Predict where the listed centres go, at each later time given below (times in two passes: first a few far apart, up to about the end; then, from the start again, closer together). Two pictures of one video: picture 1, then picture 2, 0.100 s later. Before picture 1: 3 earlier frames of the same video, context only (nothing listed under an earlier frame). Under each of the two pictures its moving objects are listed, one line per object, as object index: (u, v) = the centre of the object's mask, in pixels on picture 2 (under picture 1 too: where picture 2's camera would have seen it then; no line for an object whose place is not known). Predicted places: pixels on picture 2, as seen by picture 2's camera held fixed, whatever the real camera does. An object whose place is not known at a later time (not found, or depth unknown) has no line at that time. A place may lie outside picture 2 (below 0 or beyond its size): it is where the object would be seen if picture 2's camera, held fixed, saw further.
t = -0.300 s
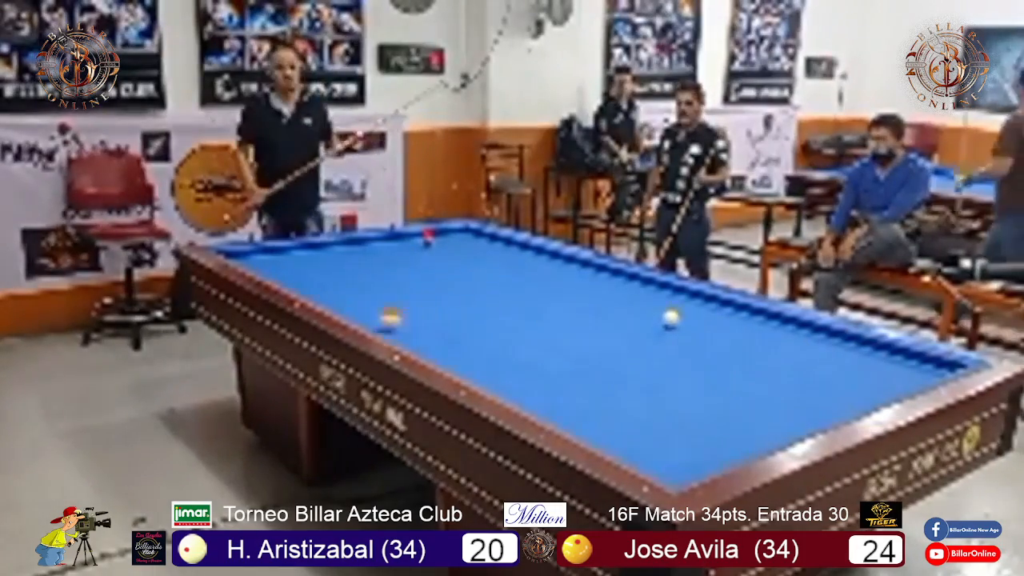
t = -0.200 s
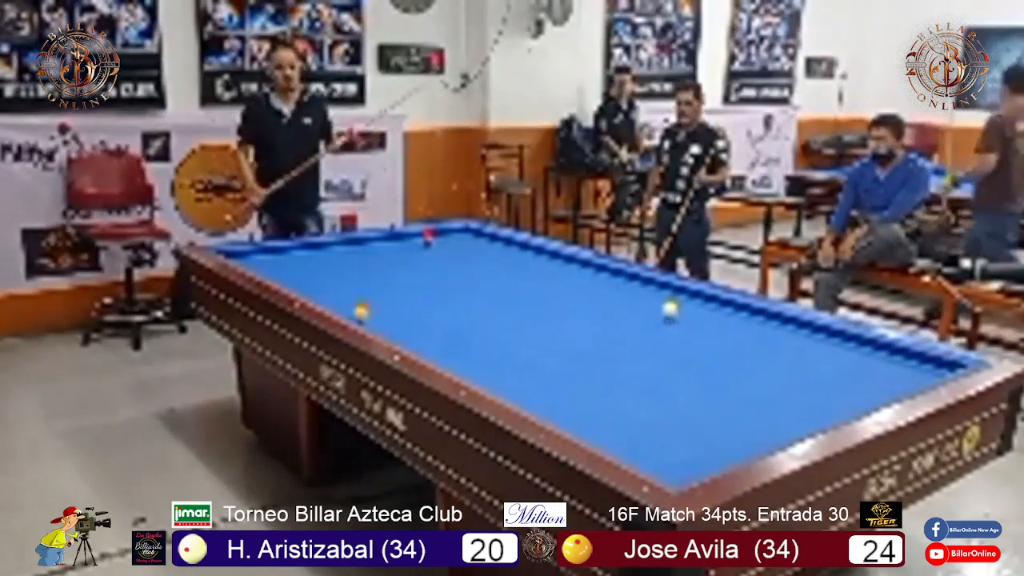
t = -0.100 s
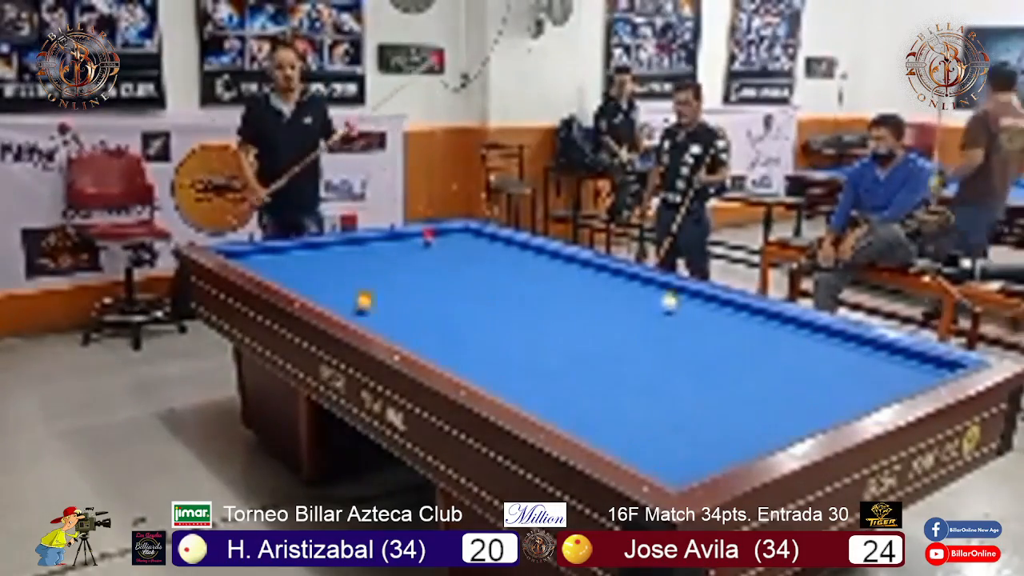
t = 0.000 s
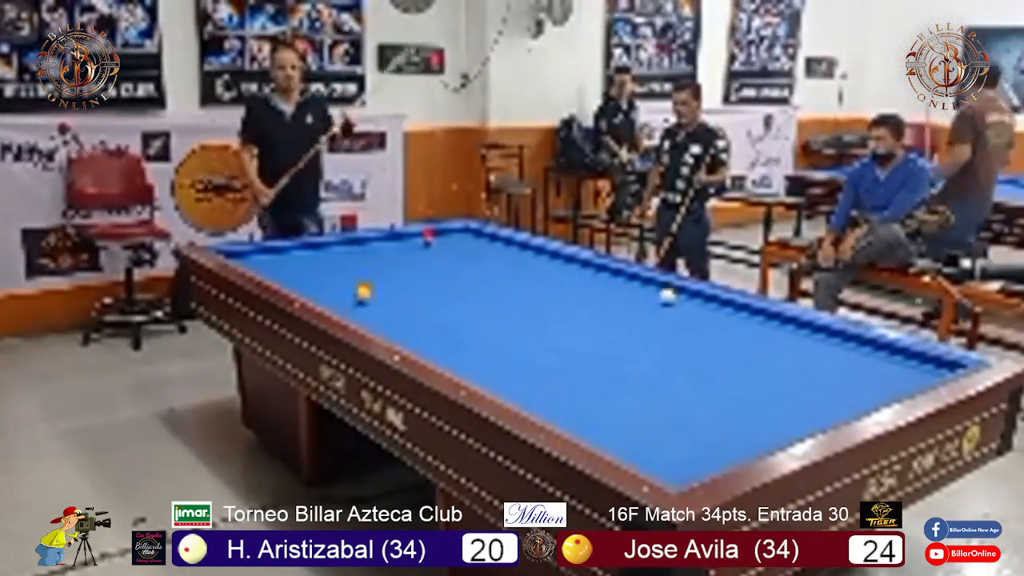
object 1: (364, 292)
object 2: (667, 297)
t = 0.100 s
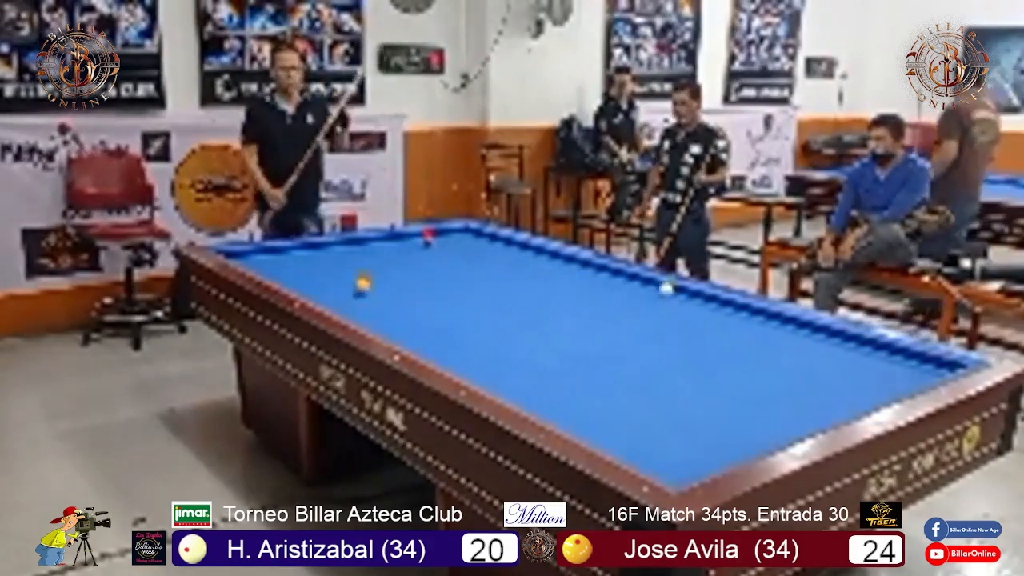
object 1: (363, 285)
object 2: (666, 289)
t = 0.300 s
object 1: (361, 268)
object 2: (643, 280)
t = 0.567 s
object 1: (360, 253)
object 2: (591, 275)
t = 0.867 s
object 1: (369, 238)
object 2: (539, 268)
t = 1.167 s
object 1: (429, 241)
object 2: (489, 263)
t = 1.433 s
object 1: (482, 245)
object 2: (446, 258)
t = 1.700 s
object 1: (532, 243)
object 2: (407, 254)
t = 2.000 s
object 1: (541, 252)
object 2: (364, 247)
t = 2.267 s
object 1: (544, 263)
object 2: (327, 242)
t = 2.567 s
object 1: (550, 272)
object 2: (311, 249)
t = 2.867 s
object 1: (557, 286)
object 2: (298, 255)
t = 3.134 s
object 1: (563, 298)
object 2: (285, 261)
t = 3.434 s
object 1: (570, 312)
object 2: (271, 270)
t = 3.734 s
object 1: (578, 328)
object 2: (281, 274)
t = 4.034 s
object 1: (587, 344)
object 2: (302, 278)
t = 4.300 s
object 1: (596, 360)
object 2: (323, 278)
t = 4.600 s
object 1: (607, 381)
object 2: (346, 283)
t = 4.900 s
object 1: (621, 404)
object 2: (369, 284)
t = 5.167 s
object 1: (634, 427)
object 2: (388, 287)
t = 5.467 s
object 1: (650, 455)
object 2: (410, 287)
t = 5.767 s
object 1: (677, 466)
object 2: (430, 291)
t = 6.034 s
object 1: (668, 459)
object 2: (447, 292)
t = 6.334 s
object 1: (660, 446)
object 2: (466, 296)
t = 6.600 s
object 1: (652, 437)
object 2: (482, 296)
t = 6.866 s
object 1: (645, 429)
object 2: (497, 299)
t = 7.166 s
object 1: (638, 421)
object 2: (514, 300)
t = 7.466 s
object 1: (632, 413)
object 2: (530, 301)
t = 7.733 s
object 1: (627, 407)
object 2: (542, 305)
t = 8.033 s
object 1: (622, 402)
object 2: (556, 305)
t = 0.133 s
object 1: (363, 282)
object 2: (666, 287)
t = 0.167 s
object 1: (362, 278)
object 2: (666, 284)
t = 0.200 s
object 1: (362, 276)
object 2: (664, 284)
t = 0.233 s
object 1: (362, 274)
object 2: (656, 282)
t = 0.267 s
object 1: (361, 271)
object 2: (650, 282)
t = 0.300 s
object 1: (361, 268)
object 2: (643, 280)
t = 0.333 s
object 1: (361, 266)
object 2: (637, 279)
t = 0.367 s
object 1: (361, 264)
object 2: (631, 279)
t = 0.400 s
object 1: (361, 261)
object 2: (623, 279)
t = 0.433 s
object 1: (360, 260)
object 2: (617, 278)
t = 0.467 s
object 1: (360, 257)
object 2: (611, 278)
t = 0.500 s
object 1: (360, 255)
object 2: (605, 275)
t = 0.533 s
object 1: (360, 253)
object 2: (598, 275)
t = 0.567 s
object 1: (360, 253)
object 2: (591, 275)
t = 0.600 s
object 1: (360, 250)
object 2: (586, 275)
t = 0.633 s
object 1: (360, 248)
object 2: (580, 275)
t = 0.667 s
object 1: (359, 246)
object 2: (573, 273)
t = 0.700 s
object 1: (359, 245)
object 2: (568, 271)
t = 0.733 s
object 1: (359, 242)
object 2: (562, 271)
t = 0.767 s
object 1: (358, 241)
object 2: (556, 270)
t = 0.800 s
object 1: (358, 239)
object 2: (549, 270)
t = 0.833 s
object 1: (361, 236)
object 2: (544, 270)
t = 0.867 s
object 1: (369, 238)
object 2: (539, 268)
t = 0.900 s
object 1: (376, 238)
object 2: (533, 266)
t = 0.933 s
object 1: (383, 239)
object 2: (528, 265)
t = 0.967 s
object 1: (390, 239)
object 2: (522, 267)
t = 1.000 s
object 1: (397, 240)
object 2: (516, 266)
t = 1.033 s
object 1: (402, 240)
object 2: (511, 266)
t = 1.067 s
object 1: (410, 242)
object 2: (505, 265)
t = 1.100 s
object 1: (416, 242)
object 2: (500, 263)
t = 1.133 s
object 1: (423, 241)
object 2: (495, 262)
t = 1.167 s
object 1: (429, 241)
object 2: (489, 263)
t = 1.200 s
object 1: (436, 240)
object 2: (483, 263)
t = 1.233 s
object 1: (442, 240)
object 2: (478, 262)
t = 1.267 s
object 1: (450, 241)
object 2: (473, 262)
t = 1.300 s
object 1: (456, 243)
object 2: (467, 261)
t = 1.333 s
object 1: (463, 243)
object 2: (463, 258)
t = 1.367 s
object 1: (469, 244)
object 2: (457, 258)
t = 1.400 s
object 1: (476, 243)
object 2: (452, 258)
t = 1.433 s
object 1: (482, 245)
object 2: (446, 258)
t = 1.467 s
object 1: (488, 244)
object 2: (441, 258)
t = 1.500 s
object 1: (494, 245)
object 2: (436, 257)
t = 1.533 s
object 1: (500, 245)
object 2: (431, 254)
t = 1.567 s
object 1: (507, 244)
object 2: (427, 254)
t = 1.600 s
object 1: (513, 245)
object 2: (422, 254)
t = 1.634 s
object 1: (519, 244)
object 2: (417, 254)
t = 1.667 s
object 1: (526, 243)
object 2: (411, 254)
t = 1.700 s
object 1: (532, 243)
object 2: (407, 254)
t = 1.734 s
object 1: (536, 244)
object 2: (401, 253)
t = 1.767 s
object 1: (536, 246)
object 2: (397, 251)
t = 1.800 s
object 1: (537, 246)
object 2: (392, 250)
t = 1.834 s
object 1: (537, 246)
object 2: (387, 250)
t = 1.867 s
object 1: (538, 247)
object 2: (382, 251)
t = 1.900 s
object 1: (538, 249)
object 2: (377, 250)
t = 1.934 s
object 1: (539, 249)
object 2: (373, 250)
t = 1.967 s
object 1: (540, 251)
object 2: (368, 249)
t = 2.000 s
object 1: (541, 252)
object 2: (364, 247)
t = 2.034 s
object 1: (541, 255)
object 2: (359, 246)
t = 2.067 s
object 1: (541, 255)
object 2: (355, 245)
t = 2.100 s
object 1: (542, 256)
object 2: (350, 246)
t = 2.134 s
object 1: (542, 257)
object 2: (345, 246)
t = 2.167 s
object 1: (543, 258)
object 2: (340, 245)
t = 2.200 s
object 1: (543, 259)
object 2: (336, 245)
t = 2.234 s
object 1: (543, 260)
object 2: (332, 243)
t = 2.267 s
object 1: (544, 263)
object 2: (327, 242)
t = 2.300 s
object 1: (544, 263)
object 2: (323, 241)
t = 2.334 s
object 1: (545, 264)
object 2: (321, 242)
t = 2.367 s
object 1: (546, 265)
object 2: (320, 243)
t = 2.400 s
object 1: (547, 267)
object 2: (318, 244)
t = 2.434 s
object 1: (548, 268)
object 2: (317, 245)
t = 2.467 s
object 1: (549, 269)
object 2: (316, 245)
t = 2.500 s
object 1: (550, 271)
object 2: (315, 245)
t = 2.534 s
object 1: (550, 271)
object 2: (313, 248)
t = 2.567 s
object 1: (550, 272)
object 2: (311, 249)
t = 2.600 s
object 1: (551, 273)
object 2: (309, 250)
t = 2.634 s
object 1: (551, 275)
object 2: (309, 250)
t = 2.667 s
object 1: (552, 276)
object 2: (307, 250)
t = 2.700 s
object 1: (553, 277)
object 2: (305, 252)
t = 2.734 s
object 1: (554, 279)
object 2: (304, 253)
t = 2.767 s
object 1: (555, 281)
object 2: (302, 254)
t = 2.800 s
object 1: (556, 282)
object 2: (301, 254)
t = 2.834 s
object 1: (556, 284)
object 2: (300, 254)
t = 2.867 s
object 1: (557, 286)
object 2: (298, 255)
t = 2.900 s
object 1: (558, 287)
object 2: (296, 257)
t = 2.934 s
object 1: (559, 290)
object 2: (295, 257)
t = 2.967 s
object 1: (559, 291)
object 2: (293, 258)
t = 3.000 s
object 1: (559, 291)
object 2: (293, 257)
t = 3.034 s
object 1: (560, 295)
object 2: (290, 259)
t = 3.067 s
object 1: (561, 295)
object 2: (288, 261)
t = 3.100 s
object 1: (562, 297)
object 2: (286, 262)
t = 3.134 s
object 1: (563, 298)
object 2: (285, 261)
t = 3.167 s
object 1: (563, 299)
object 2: (285, 261)
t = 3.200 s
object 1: (564, 301)
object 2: (281, 264)
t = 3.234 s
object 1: (565, 303)
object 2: (280, 265)
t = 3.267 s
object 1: (566, 304)
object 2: (278, 266)
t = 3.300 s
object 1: (567, 306)
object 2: (277, 266)
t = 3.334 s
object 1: (568, 307)
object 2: (276, 266)
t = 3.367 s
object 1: (569, 308)
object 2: (273, 269)
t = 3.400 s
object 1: (569, 311)
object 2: (272, 269)
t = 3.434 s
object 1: (570, 312)
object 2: (271, 270)
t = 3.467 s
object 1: (572, 313)
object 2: (269, 270)
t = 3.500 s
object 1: (573, 315)
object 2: (268, 270)
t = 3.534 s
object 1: (573, 317)
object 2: (266, 271)
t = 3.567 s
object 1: (574, 319)
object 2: (268, 272)
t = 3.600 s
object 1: (574, 319)
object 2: (271, 272)
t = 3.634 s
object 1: (575, 321)
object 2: (273, 273)
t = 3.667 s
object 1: (577, 324)
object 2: (276, 273)
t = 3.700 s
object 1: (578, 326)
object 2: (279, 273)
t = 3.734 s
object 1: (578, 328)
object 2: (281, 274)
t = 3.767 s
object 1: (579, 329)
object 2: (283, 274)
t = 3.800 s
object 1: (581, 332)
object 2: (286, 274)
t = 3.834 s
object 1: (581, 334)
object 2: (289, 275)
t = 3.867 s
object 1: (583, 336)
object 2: (292, 274)
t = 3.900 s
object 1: (583, 337)
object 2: (295, 275)
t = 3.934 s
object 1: (585, 340)
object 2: (297, 277)
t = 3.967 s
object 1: (586, 341)
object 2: (301, 277)
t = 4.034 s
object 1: (587, 344)
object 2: (302, 278)
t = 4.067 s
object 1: (588, 345)
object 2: (305, 278)
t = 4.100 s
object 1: (589, 348)
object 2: (308, 278)
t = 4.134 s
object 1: (590, 349)
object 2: (310, 278)
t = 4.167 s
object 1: (591, 351)
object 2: (313, 278)
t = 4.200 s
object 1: (593, 353)
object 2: (315, 279)
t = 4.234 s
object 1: (595, 356)
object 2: (318, 279)
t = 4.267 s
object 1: (595, 358)
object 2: (321, 279)
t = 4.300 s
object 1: (596, 360)
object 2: (323, 278)
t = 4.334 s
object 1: (597, 362)
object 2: (326, 279)
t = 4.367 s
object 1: (598, 364)
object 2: (329, 279)
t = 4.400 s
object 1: (599, 367)
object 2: (331, 278)
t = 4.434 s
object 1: (602, 369)
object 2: (334, 279)
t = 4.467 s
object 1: (603, 371)
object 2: (337, 281)
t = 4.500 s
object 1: (604, 374)
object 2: (339, 282)
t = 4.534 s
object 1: (605, 376)
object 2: (341, 283)
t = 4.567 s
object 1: (606, 378)
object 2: (344, 283)
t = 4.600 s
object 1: (607, 381)
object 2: (346, 283)
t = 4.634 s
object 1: (609, 383)
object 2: (348, 283)
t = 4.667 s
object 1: (610, 386)
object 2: (351, 283)
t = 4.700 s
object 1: (612, 388)
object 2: (354, 284)
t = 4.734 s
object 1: (613, 391)
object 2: (357, 283)
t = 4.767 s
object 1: (613, 394)
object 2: (359, 283)
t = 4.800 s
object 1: (616, 396)
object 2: (362, 283)
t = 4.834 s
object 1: (618, 399)
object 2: (364, 283)
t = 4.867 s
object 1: (619, 400)
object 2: (366, 284)
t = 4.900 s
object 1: (621, 404)
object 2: (369, 284)
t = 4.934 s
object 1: (622, 407)
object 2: (372, 284)
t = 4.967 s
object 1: (624, 410)
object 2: (375, 284)
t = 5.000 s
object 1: (625, 412)
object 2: (376, 285)
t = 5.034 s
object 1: (627, 415)
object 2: (379, 286)
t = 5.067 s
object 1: (628, 418)
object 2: (381, 286)
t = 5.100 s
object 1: (631, 422)
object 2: (384, 287)
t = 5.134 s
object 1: (632, 425)
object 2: (387, 287)
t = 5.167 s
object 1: (634, 427)
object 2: (388, 287)
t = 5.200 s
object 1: (635, 431)
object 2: (391, 286)
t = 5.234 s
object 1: (637, 435)
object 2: (393, 287)
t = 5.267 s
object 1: (639, 438)
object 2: (395, 288)
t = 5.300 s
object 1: (641, 440)
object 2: (398, 288)
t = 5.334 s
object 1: (643, 443)
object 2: (400, 287)
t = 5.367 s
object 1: (645, 446)
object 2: (403, 287)
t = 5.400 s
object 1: (647, 450)
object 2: (405, 287)
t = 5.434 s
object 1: (649, 452)
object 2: (408, 287)
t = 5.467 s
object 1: (650, 455)
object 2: (410, 287)
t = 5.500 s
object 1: (653, 457)
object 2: (412, 288)
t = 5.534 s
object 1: (656, 460)
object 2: (415, 289)
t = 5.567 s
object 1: (661, 462)
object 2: (416, 291)
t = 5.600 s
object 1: (666, 464)
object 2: (419, 291)
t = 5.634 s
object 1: (670, 465)
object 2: (421, 291)
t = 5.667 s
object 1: (675, 467)
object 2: (424, 291)
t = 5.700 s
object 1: (678, 467)
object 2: (426, 291)
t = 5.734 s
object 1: (678, 467)
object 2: (427, 291)
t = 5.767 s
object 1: (677, 466)
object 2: (430, 291)
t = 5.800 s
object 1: (676, 465)
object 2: (432, 292)
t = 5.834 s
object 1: (675, 464)
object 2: (434, 292)
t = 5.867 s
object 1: (674, 464)
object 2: (437, 292)
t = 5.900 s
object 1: (672, 463)
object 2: (438, 292)
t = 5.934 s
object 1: (671, 462)
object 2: (441, 292)
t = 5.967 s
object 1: (671, 461)
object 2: (443, 292)
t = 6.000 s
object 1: (669, 460)
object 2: (445, 292)
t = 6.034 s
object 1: (668, 459)
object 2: (447, 292)
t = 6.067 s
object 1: (667, 458)
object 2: (450, 292)
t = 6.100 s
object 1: (666, 456)
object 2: (452, 293)
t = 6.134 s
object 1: (665, 455)
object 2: (454, 293)
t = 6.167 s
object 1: (664, 454)
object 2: (456, 294)
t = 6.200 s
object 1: (663, 451)
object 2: (458, 294)
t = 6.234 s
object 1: (662, 449)
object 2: (460, 295)
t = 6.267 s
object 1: (661, 447)
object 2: (462, 295)
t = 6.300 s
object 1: (660, 447)
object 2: (464, 296)
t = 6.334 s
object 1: (660, 446)
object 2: (466, 296)
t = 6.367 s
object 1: (658, 445)
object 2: (468, 296)
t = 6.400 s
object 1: (657, 444)
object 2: (470, 296)
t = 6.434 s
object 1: (656, 443)
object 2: (472, 296)
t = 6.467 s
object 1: (655, 442)
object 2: (474, 296)
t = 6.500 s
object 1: (654, 441)
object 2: (476, 296)
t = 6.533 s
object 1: (653, 439)
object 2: (478, 296)
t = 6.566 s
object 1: (652, 438)
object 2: (480, 296)
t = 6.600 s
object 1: (652, 437)
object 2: (482, 296)
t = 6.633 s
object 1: (650, 436)
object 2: (483, 296)
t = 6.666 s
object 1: (650, 435)
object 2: (486, 296)
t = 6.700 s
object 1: (649, 433)
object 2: (488, 296)
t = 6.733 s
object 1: (648, 433)
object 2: (490, 298)
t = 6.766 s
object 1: (647, 432)
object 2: (492, 298)
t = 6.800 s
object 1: (646, 430)
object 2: (494, 298)
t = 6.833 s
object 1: (646, 430)
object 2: (496, 299)
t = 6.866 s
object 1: (645, 429)
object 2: (497, 299)
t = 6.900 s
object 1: (644, 427)
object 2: (500, 300)
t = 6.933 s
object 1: (643, 427)
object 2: (501, 300)
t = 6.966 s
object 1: (643, 426)
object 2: (503, 300)
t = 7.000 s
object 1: (642, 425)
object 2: (505, 300)
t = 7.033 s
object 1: (641, 425)
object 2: (507, 300)
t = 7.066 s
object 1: (641, 423)
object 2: (508, 300)
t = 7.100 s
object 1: (640, 423)
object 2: (510, 300)
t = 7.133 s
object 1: (639, 422)
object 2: (512, 300)
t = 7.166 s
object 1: (638, 421)
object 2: (514, 300)
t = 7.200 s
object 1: (637, 420)
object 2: (516, 300)
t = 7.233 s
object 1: (637, 419)
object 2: (518, 300)
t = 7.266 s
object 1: (636, 418)
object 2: (519, 300)
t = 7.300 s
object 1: (635, 418)
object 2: (520, 300)
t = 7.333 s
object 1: (635, 417)
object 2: (523, 300)
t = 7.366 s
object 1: (634, 416)
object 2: (524, 300)
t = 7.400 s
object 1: (633, 415)
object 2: (526, 300)
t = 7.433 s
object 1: (633, 414)
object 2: (528, 300)
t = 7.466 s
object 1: (632, 413)
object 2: (530, 301)
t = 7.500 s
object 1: (631, 412)
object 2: (532, 301)
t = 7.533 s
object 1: (631, 412)
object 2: (533, 302)
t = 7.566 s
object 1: (630, 411)
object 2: (535, 303)
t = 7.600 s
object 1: (630, 410)
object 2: (537, 303)
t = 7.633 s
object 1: (630, 409)
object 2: (538, 304)
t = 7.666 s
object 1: (629, 409)
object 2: (540, 304)
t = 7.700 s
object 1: (628, 408)
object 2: (541, 305)
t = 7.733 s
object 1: (627, 407)
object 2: (542, 305)
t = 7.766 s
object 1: (627, 407)
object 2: (544, 305)
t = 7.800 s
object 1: (627, 406)
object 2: (546, 305)
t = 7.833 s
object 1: (626, 405)
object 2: (547, 305)
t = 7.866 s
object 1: (625, 405)
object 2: (549, 305)
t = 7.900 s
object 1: (625, 404)
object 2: (550, 305)
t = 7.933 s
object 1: (624, 403)
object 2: (551, 305)
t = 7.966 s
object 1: (623, 403)
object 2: (554, 304)
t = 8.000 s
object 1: (623, 403)
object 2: (555, 305)
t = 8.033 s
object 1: (622, 402)
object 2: (556, 305)
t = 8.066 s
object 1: (622, 401)
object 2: (557, 305)
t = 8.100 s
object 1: (622, 401)
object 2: (560, 305)
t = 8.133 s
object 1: (621, 400)
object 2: (561, 305)
